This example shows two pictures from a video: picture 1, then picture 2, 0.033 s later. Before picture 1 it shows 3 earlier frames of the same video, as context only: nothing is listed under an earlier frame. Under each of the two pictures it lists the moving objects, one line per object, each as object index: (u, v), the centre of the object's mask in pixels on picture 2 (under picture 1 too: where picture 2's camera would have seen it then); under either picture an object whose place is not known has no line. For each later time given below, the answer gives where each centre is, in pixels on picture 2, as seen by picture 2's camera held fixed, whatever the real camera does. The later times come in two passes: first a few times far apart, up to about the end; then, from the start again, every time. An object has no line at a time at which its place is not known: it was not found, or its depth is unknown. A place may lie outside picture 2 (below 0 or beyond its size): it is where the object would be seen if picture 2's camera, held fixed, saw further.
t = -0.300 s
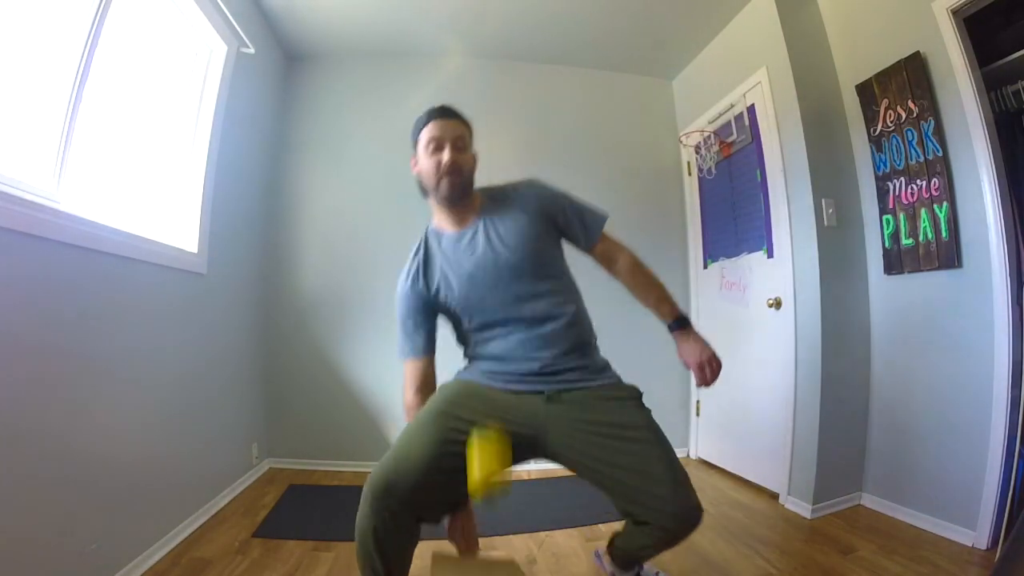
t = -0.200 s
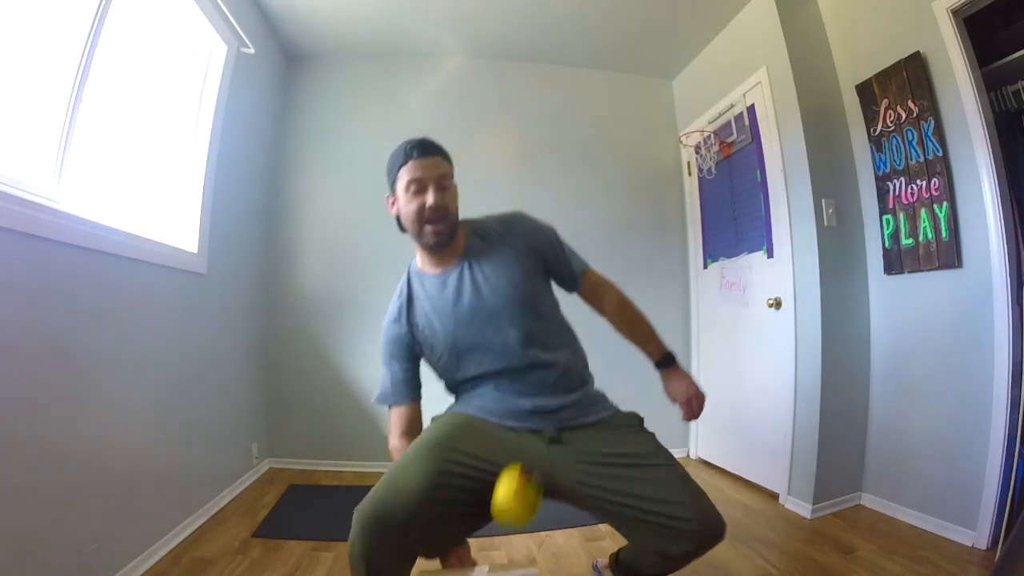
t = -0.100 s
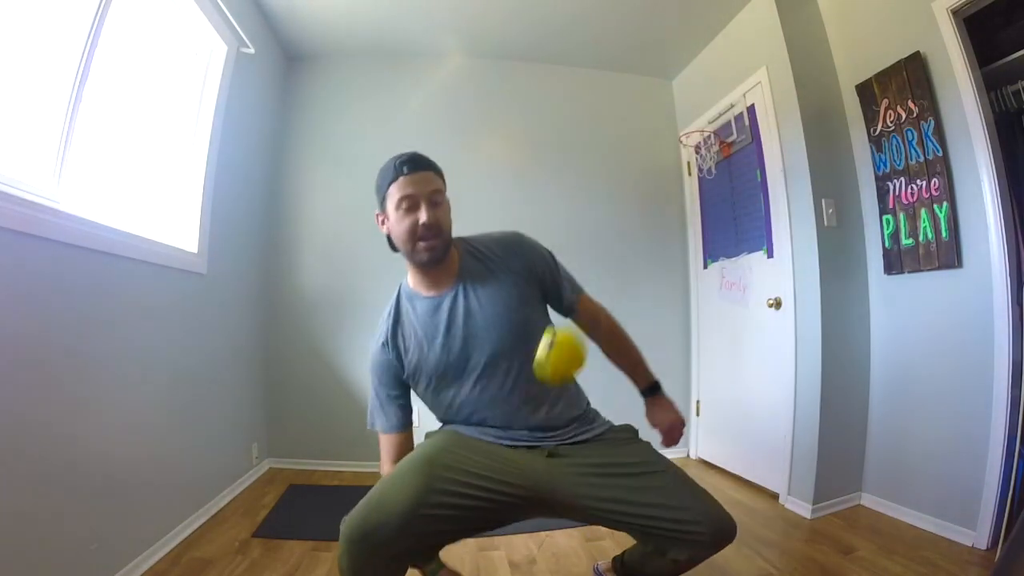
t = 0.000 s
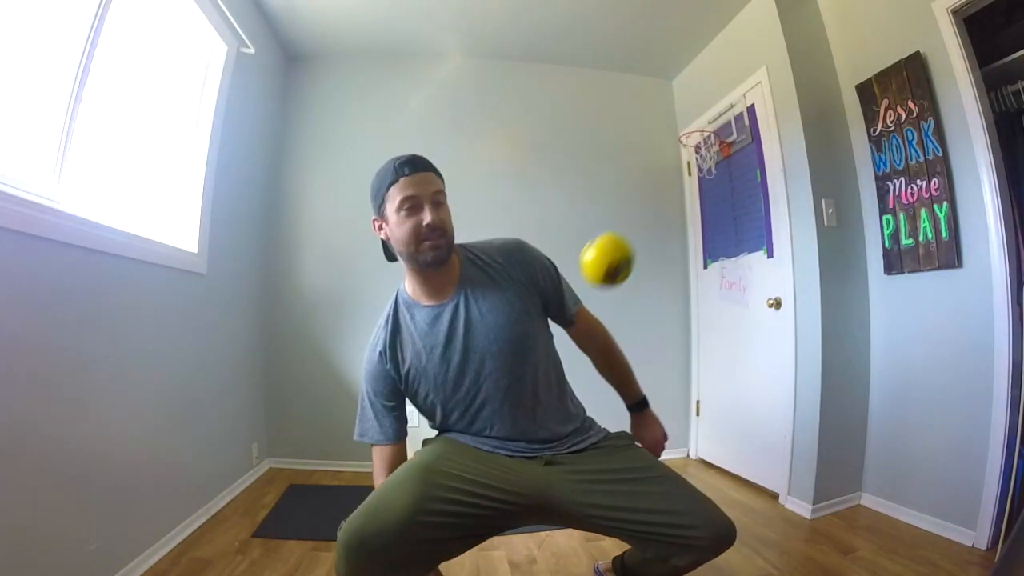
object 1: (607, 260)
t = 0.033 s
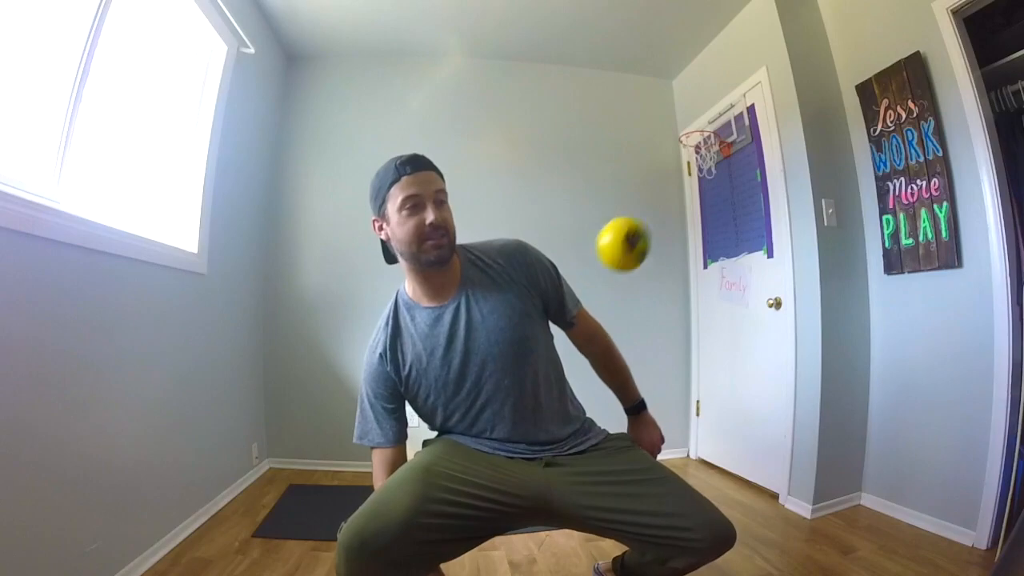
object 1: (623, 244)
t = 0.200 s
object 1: (710, 279)
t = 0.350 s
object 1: (783, 500)
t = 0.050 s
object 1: (631, 239)
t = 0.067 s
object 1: (639, 236)
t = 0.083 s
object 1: (647, 234)
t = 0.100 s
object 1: (655, 235)
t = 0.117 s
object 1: (664, 237)
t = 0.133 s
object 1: (672, 241)
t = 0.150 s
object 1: (682, 247)
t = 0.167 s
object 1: (691, 255)
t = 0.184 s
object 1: (700, 266)
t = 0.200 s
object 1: (710, 279)
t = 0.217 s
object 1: (720, 293)
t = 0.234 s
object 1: (728, 311)
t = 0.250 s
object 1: (737, 331)
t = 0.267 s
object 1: (746, 351)
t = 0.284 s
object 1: (755, 377)
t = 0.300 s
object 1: (763, 404)
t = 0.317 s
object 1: (770, 435)
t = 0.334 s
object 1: (777, 466)
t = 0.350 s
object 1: (783, 500)
